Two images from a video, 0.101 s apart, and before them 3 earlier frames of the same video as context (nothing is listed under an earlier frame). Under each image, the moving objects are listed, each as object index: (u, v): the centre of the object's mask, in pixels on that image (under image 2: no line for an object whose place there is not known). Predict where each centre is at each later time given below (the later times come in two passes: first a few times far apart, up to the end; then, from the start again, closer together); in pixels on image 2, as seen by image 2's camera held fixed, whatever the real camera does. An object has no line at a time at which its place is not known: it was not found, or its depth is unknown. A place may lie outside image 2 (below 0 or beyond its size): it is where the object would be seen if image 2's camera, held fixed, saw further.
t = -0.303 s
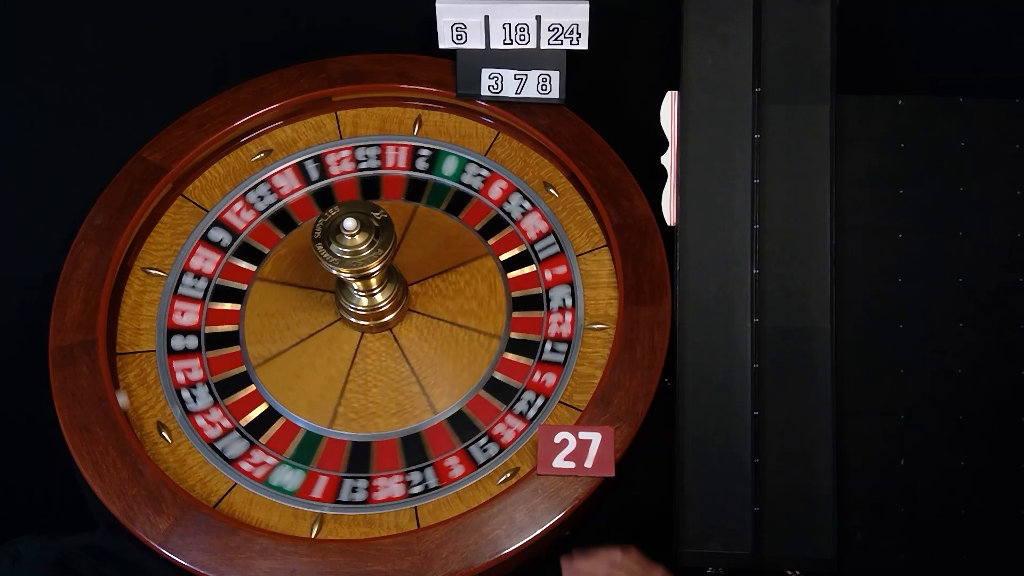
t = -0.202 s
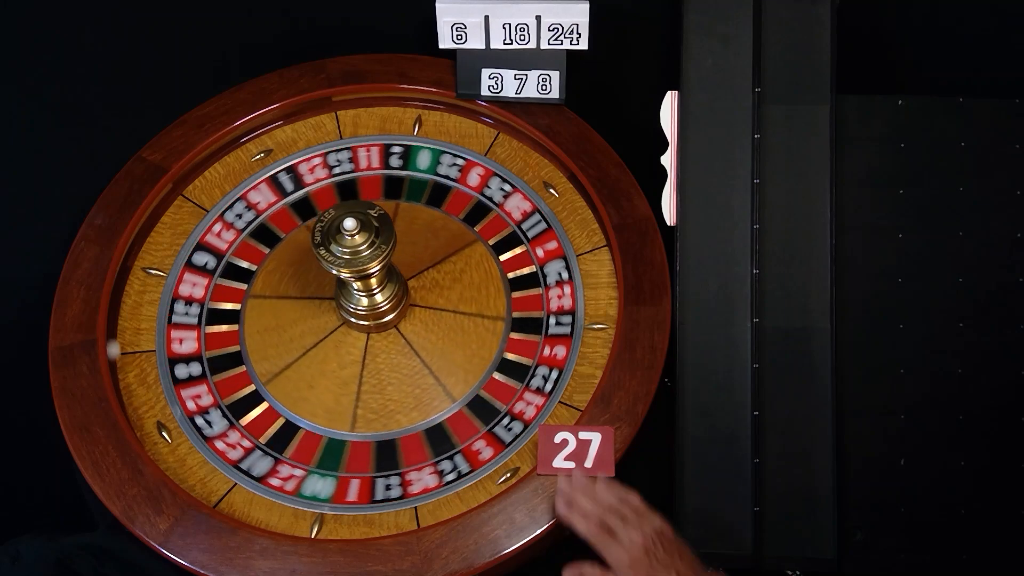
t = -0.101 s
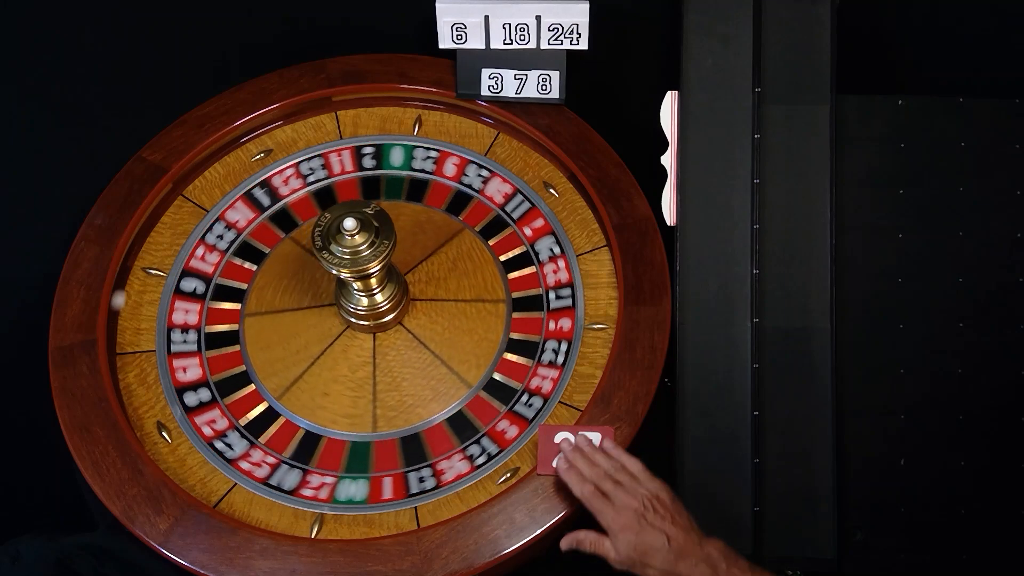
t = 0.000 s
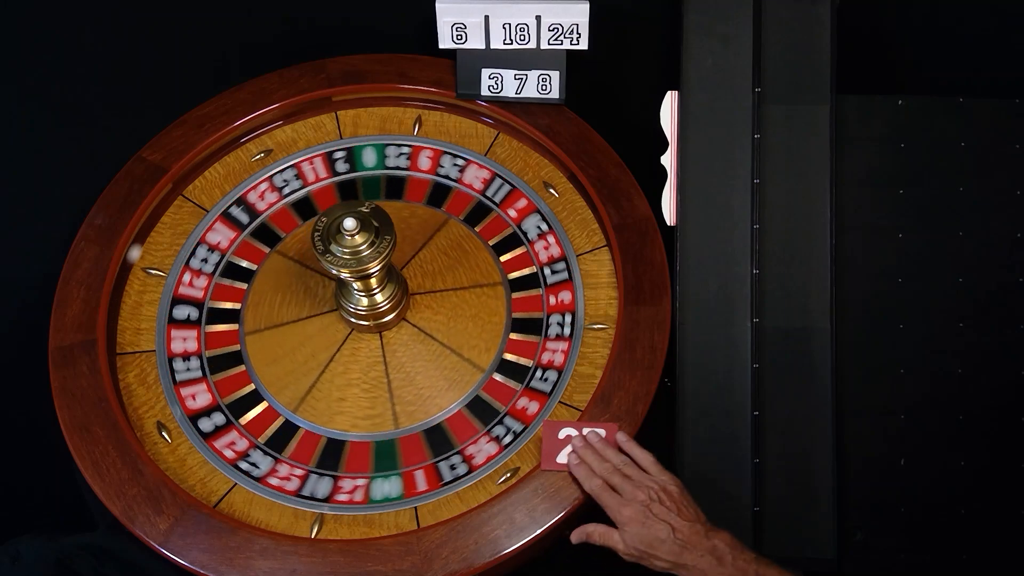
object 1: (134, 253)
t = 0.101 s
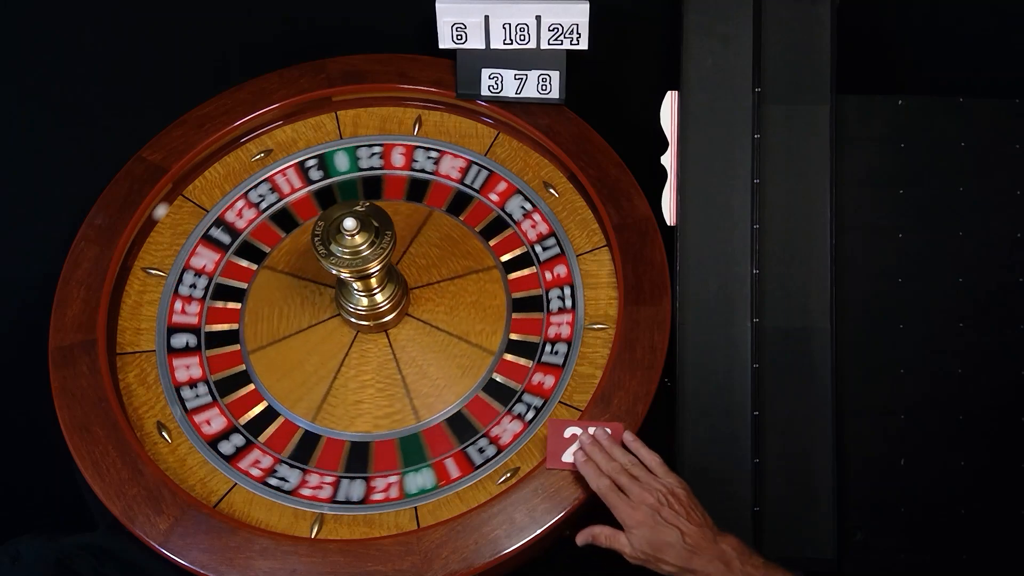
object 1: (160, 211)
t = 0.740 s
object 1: (434, 106)
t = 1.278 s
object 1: (608, 247)
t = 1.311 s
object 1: (613, 261)
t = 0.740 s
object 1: (434, 106)
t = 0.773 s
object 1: (449, 109)
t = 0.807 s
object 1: (464, 113)
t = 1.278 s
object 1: (608, 247)
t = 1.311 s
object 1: (613, 261)
